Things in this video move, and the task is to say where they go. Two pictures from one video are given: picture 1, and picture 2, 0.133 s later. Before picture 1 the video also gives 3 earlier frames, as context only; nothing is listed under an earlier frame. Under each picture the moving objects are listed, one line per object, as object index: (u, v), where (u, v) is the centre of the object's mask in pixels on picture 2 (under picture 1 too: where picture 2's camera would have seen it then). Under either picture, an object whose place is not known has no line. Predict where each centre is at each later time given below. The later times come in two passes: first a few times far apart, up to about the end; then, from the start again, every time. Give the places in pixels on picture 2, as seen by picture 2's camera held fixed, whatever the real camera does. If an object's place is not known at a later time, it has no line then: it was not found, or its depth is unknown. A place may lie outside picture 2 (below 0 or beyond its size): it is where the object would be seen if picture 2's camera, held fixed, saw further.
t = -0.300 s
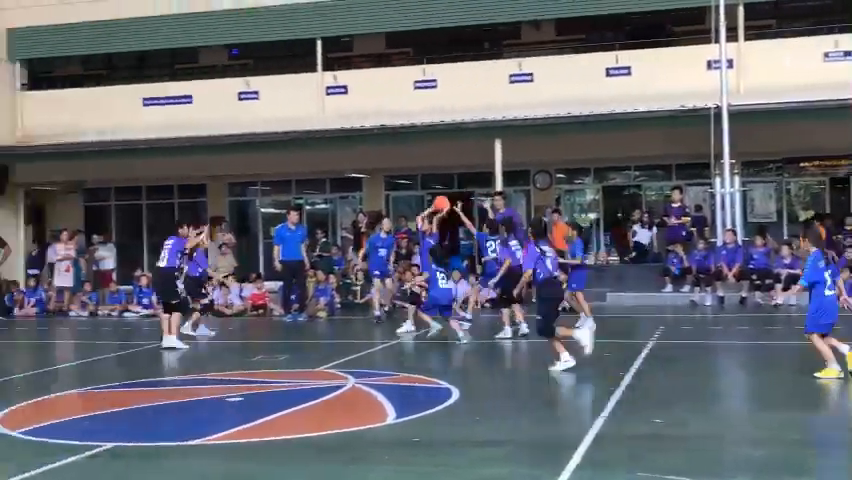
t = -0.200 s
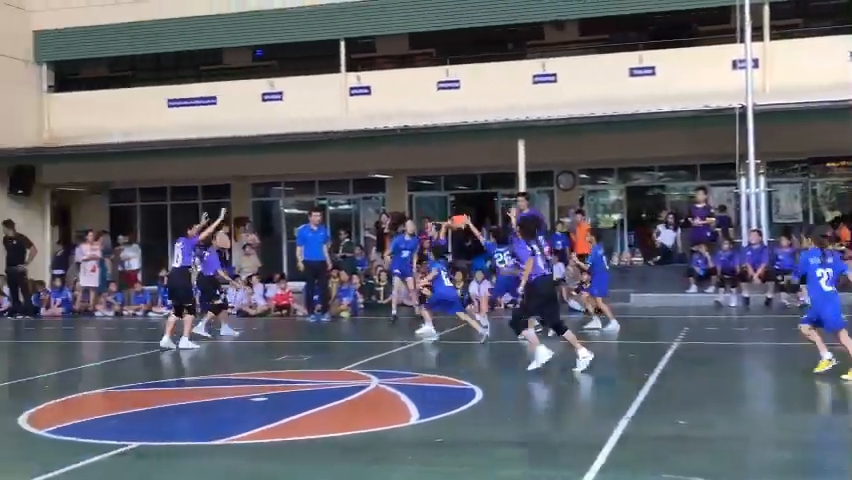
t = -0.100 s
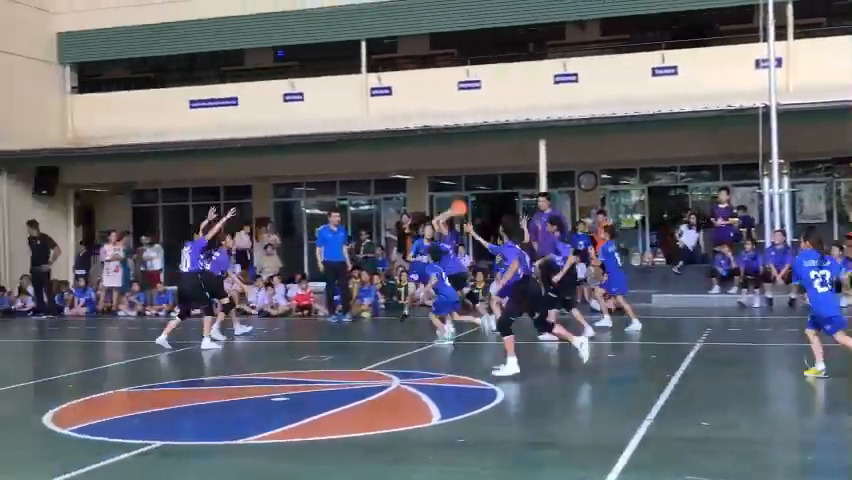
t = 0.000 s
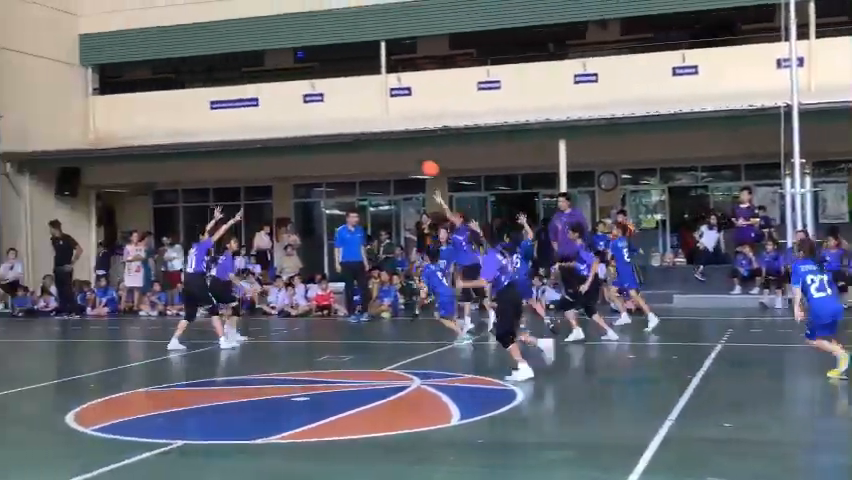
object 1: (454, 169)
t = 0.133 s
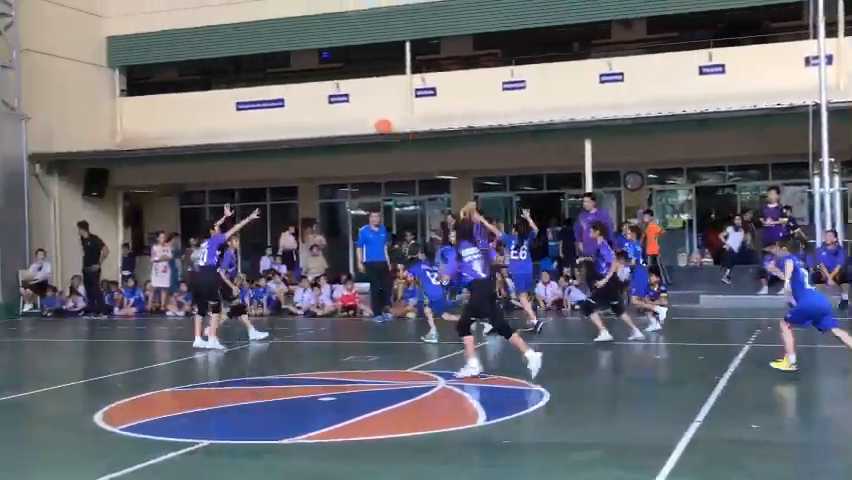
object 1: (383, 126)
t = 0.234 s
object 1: (329, 103)
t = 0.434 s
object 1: (222, 80)
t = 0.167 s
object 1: (366, 119)
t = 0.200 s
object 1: (347, 110)
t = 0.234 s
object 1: (329, 103)
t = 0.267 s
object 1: (312, 98)
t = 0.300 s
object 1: (294, 92)
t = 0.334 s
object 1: (275, 87)
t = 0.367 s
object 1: (257, 84)
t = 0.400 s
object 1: (240, 81)
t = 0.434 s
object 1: (222, 80)
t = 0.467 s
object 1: (204, 78)
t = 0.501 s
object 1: (187, 78)
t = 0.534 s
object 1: (169, 79)
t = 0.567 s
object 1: (152, 81)
